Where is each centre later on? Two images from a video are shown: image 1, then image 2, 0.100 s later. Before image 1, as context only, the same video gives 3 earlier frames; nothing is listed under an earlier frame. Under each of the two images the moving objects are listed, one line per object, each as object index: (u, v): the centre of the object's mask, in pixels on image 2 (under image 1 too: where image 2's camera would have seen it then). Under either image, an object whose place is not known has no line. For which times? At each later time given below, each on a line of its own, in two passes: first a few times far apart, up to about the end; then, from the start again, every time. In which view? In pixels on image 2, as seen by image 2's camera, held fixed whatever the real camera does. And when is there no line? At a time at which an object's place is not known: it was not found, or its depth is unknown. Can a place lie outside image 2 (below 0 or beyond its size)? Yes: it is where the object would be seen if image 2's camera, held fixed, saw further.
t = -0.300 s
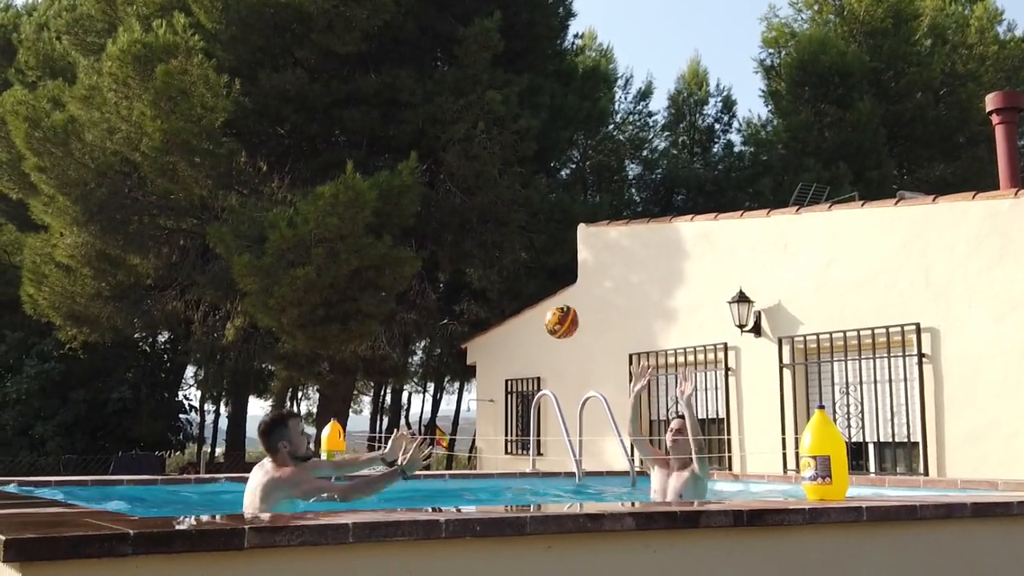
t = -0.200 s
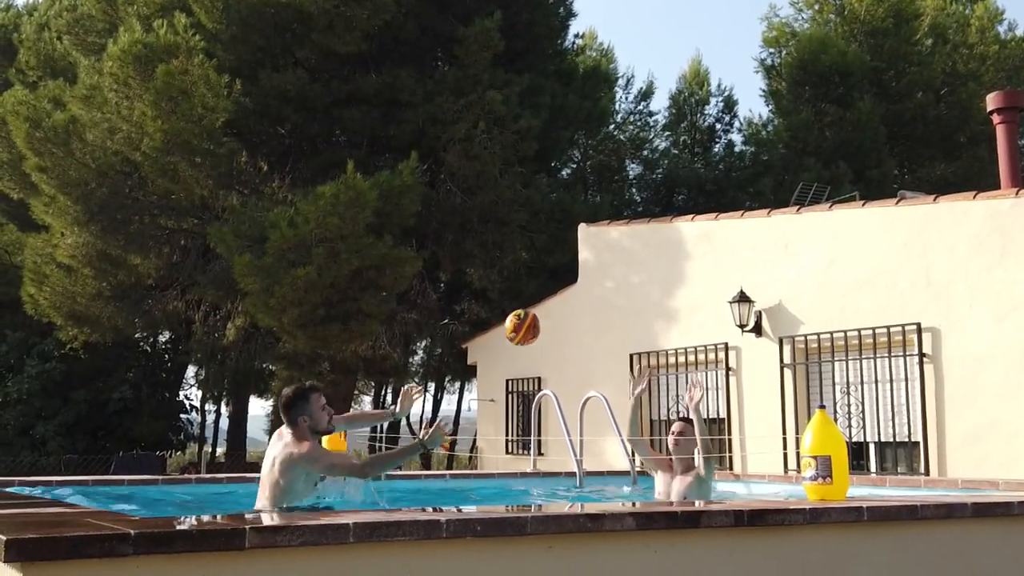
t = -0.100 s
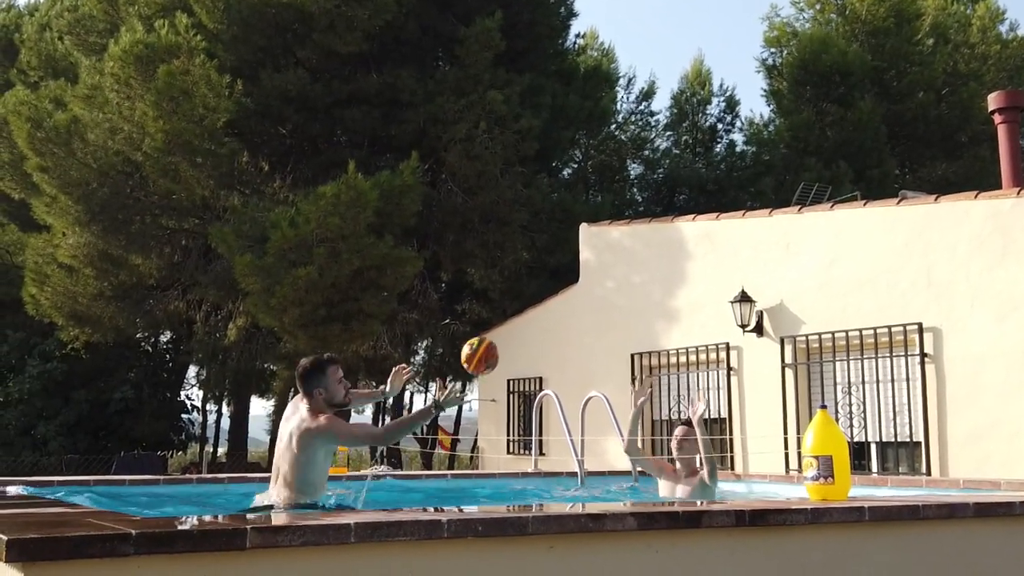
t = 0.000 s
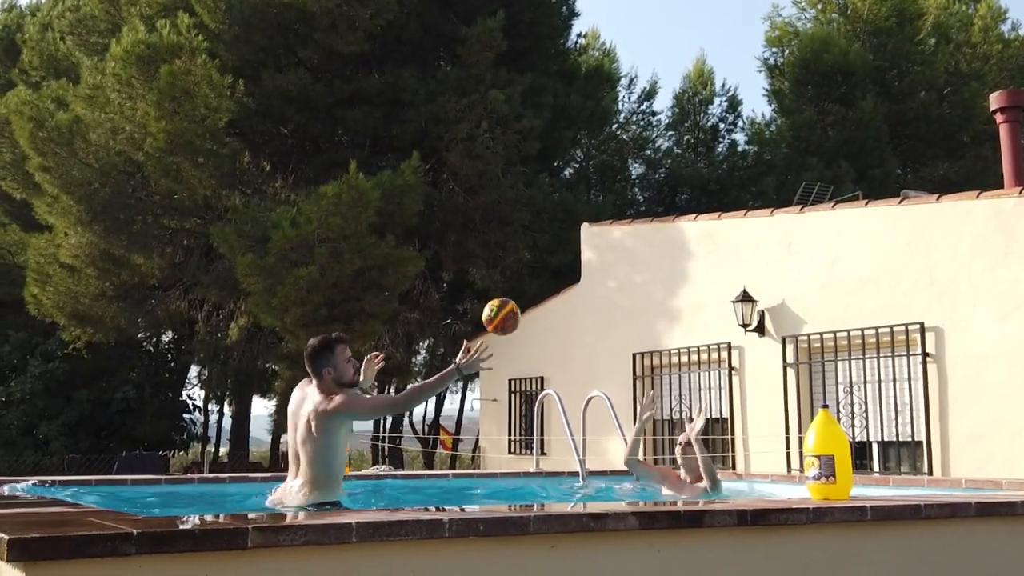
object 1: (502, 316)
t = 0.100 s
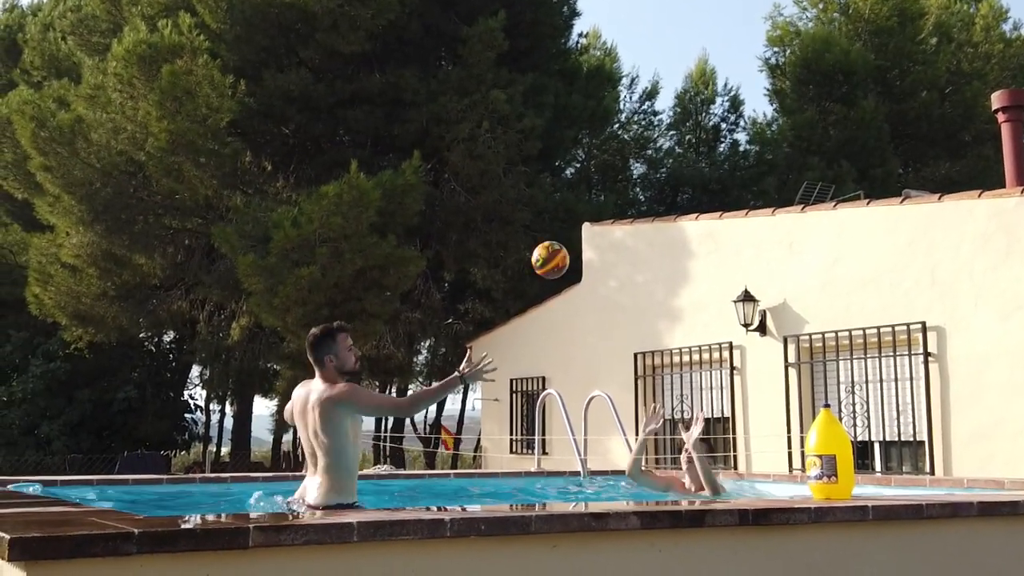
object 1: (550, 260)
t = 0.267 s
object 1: (624, 217)
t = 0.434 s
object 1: (693, 234)
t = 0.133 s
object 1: (565, 246)
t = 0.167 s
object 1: (580, 235)
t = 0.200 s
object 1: (595, 226)
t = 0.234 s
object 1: (609, 220)
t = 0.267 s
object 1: (624, 217)
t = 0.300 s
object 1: (638, 216)
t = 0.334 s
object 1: (652, 217)
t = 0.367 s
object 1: (666, 220)
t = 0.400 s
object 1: (679, 226)
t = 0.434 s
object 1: (693, 234)
